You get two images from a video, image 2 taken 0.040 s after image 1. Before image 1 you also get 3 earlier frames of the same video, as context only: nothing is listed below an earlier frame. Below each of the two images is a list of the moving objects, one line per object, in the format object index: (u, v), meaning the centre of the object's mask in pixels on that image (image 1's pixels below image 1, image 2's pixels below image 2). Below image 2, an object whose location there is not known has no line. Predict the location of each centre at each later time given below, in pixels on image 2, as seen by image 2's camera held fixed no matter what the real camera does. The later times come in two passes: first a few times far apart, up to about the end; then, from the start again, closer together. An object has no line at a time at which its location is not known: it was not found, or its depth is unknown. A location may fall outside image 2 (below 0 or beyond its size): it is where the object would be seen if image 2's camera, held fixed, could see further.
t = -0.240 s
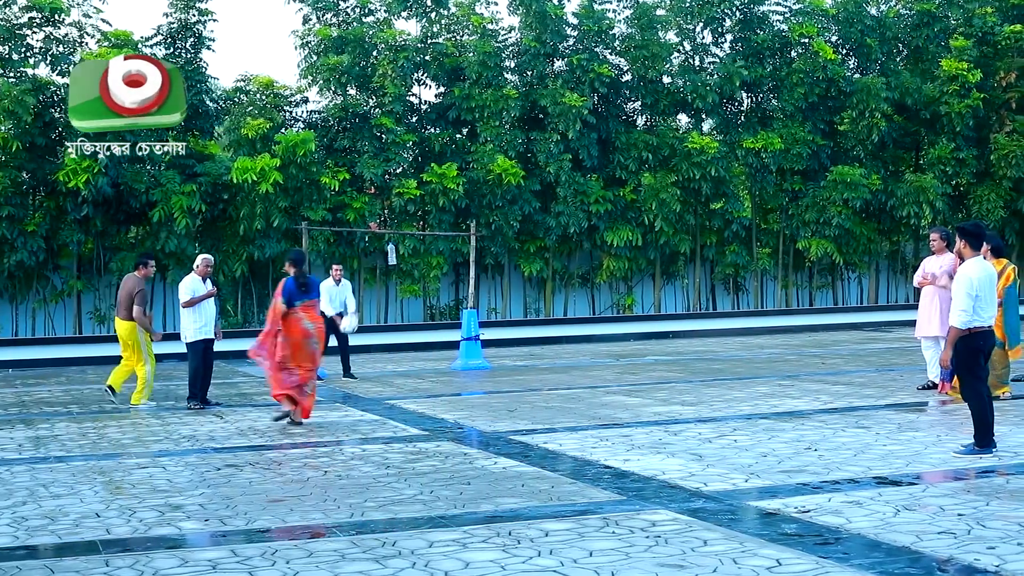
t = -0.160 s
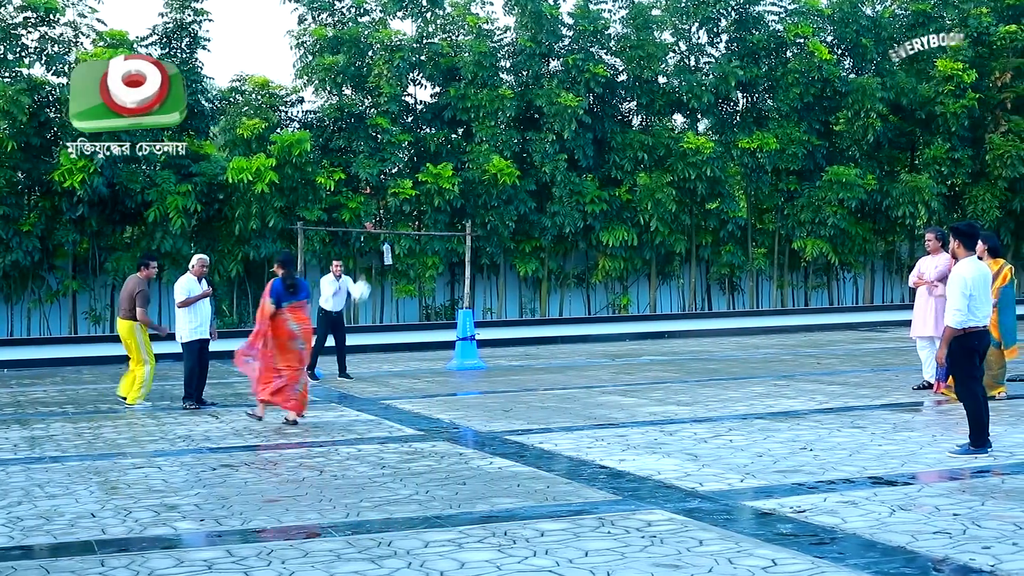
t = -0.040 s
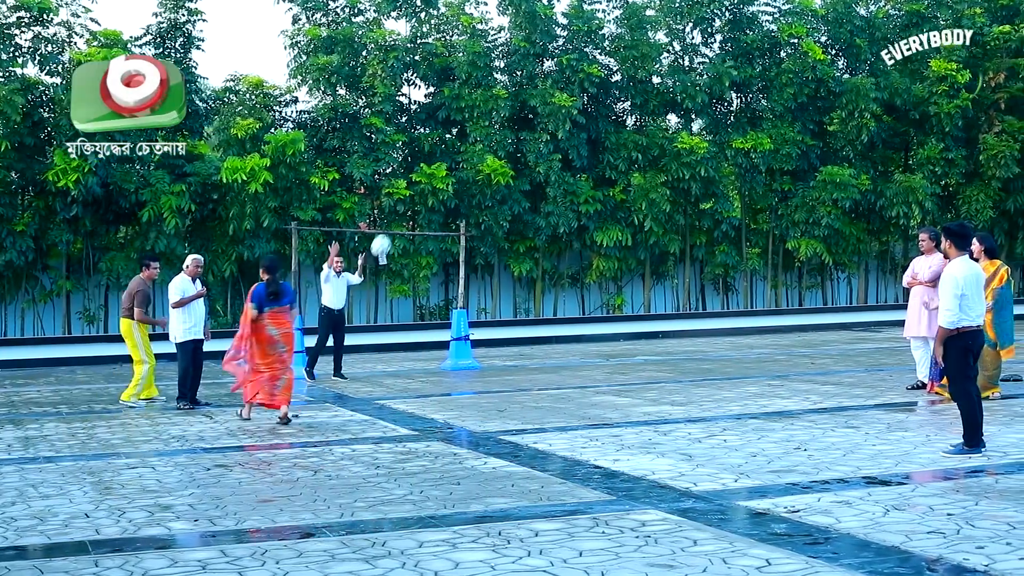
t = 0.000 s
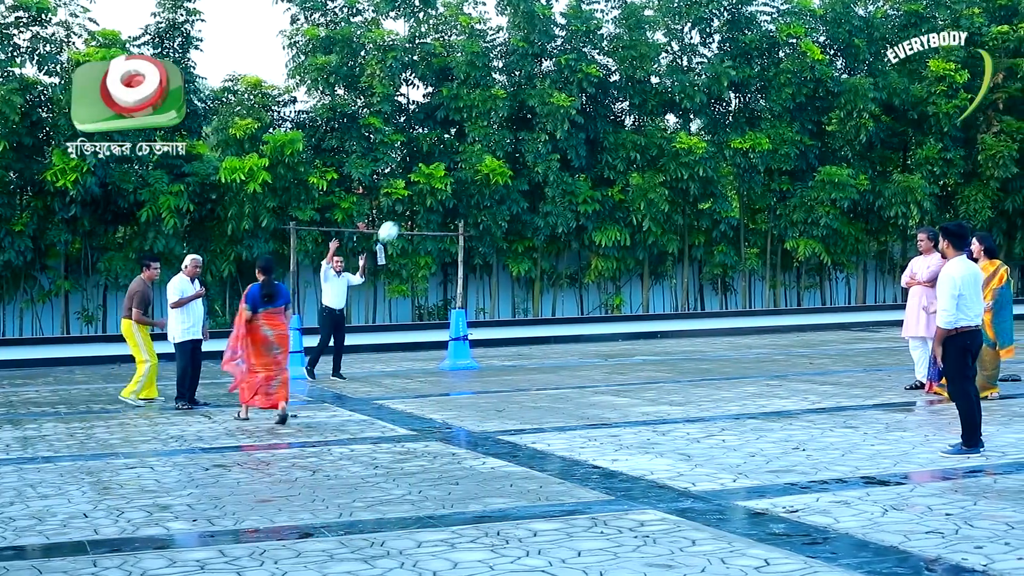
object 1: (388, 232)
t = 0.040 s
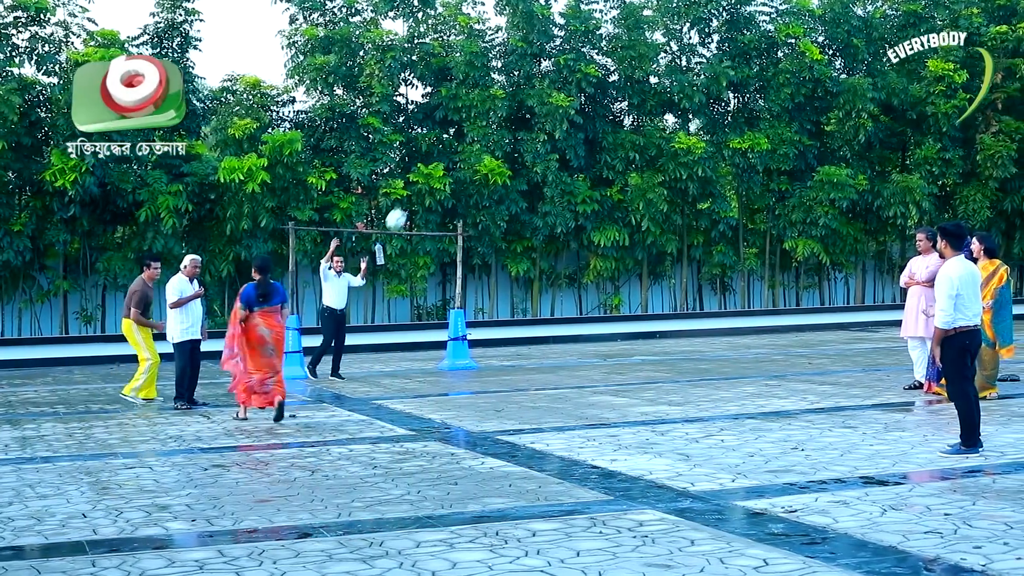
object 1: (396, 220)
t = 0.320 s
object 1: (464, 167)
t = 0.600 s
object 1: (541, 184)
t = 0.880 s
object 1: (632, 289)
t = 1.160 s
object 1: (723, 354)
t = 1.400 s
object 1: (787, 255)
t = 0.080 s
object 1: (405, 208)
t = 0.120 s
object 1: (414, 198)
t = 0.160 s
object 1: (423, 189)
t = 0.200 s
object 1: (434, 181)
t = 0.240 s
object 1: (444, 175)
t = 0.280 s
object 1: (454, 170)
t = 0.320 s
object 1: (464, 167)
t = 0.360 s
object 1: (474, 164)
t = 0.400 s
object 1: (485, 164)
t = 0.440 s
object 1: (496, 165)
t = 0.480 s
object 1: (508, 167)
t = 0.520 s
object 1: (518, 172)
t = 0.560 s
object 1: (530, 177)
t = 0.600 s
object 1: (541, 184)
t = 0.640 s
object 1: (553, 193)
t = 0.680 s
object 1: (566, 204)
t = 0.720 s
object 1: (579, 217)
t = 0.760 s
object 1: (591, 232)
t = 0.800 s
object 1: (605, 249)
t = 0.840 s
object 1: (618, 268)
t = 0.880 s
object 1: (632, 289)
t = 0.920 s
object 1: (645, 311)
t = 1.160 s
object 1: (723, 354)
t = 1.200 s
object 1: (734, 334)
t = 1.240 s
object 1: (744, 315)
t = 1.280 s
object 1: (754, 298)
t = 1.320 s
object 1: (765, 281)
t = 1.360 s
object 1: (776, 267)
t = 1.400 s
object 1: (787, 255)
